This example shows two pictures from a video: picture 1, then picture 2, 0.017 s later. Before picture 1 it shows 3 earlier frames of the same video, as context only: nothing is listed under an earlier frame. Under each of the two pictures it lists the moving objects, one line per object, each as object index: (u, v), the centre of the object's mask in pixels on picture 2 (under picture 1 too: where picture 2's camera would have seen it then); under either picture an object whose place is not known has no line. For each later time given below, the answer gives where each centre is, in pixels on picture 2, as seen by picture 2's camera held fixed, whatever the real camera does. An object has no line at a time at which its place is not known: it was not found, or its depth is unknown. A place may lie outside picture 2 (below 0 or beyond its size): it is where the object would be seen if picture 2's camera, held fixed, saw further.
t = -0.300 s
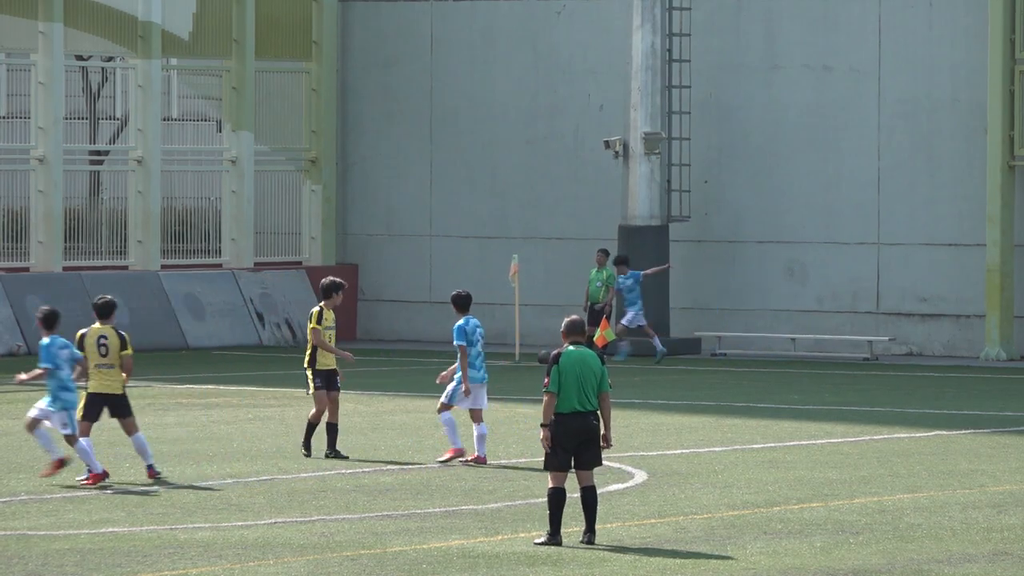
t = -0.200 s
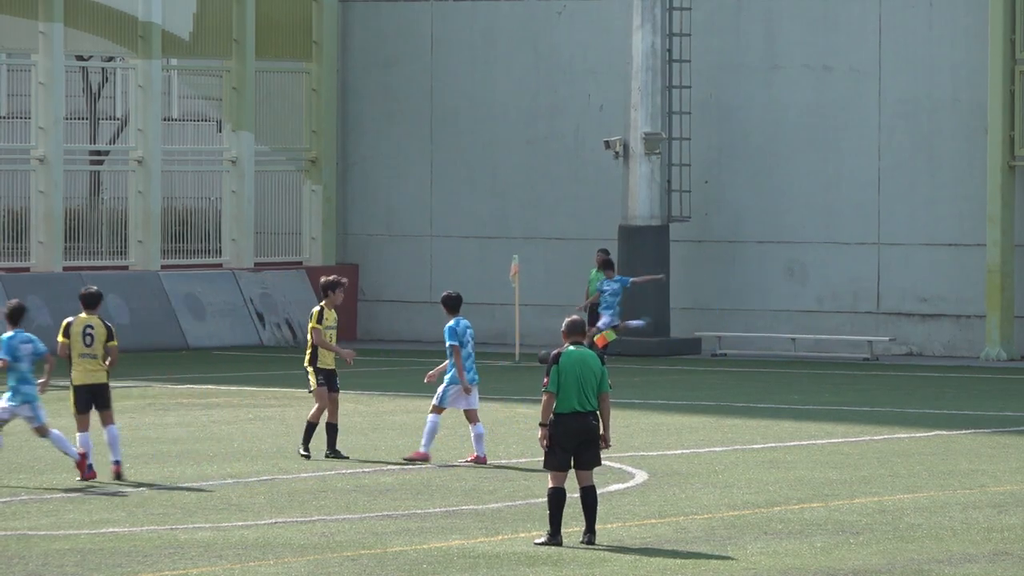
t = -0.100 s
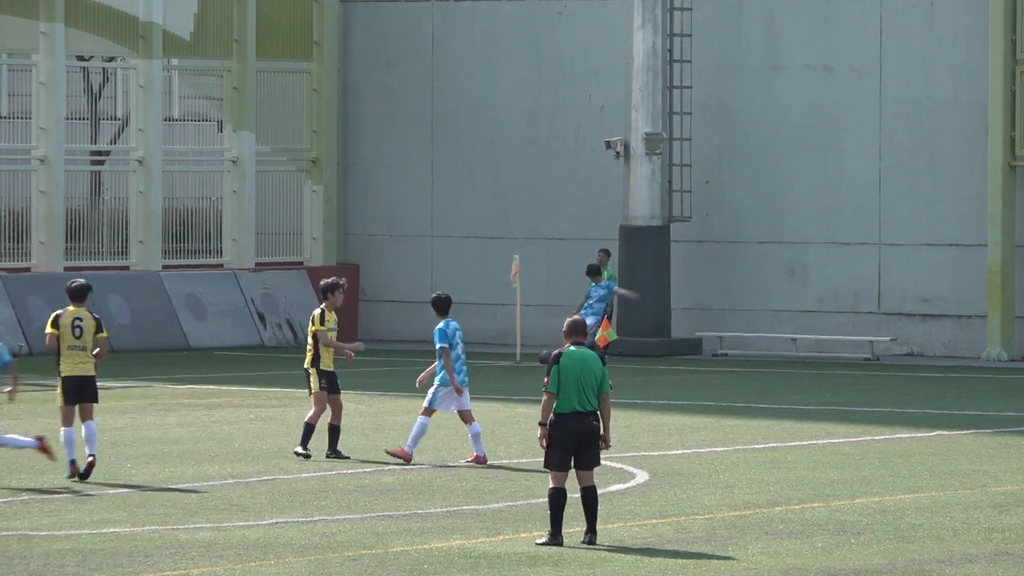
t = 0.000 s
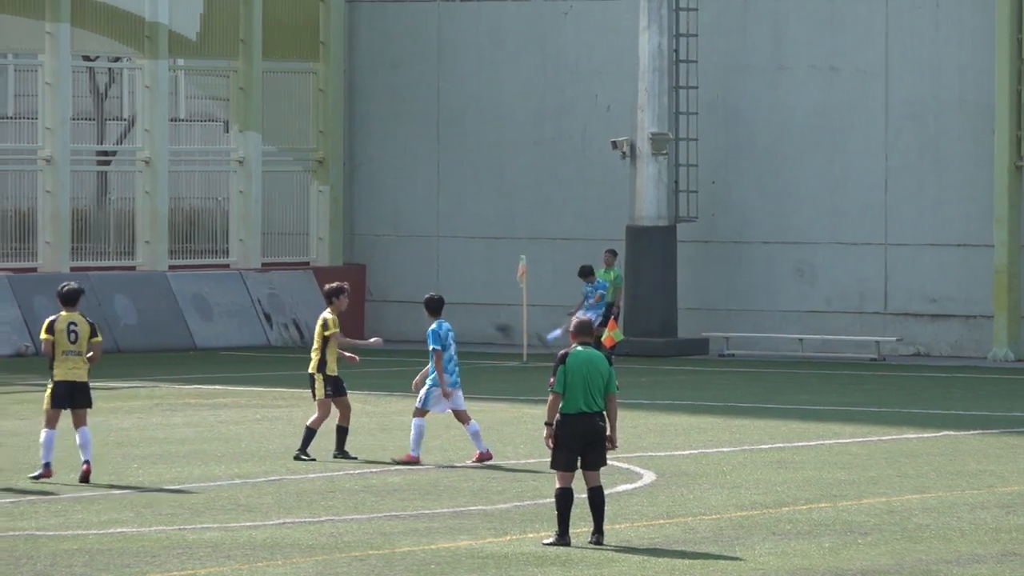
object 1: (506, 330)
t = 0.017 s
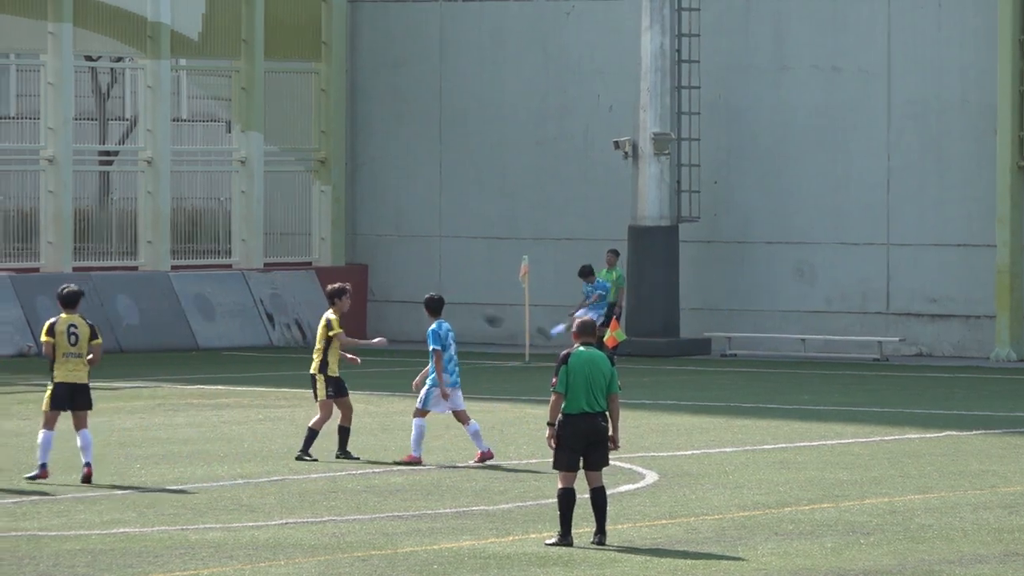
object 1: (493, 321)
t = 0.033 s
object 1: (479, 312)
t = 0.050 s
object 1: (465, 303)
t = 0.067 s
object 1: (451, 295)
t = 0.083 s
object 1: (438, 288)
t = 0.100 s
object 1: (425, 281)
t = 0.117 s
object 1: (412, 274)
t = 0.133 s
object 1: (399, 266)
